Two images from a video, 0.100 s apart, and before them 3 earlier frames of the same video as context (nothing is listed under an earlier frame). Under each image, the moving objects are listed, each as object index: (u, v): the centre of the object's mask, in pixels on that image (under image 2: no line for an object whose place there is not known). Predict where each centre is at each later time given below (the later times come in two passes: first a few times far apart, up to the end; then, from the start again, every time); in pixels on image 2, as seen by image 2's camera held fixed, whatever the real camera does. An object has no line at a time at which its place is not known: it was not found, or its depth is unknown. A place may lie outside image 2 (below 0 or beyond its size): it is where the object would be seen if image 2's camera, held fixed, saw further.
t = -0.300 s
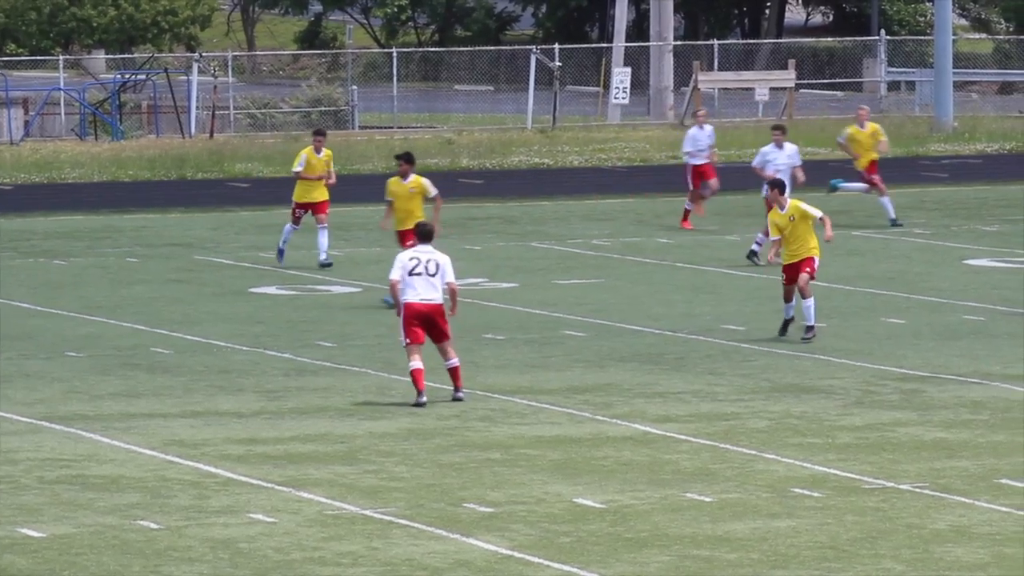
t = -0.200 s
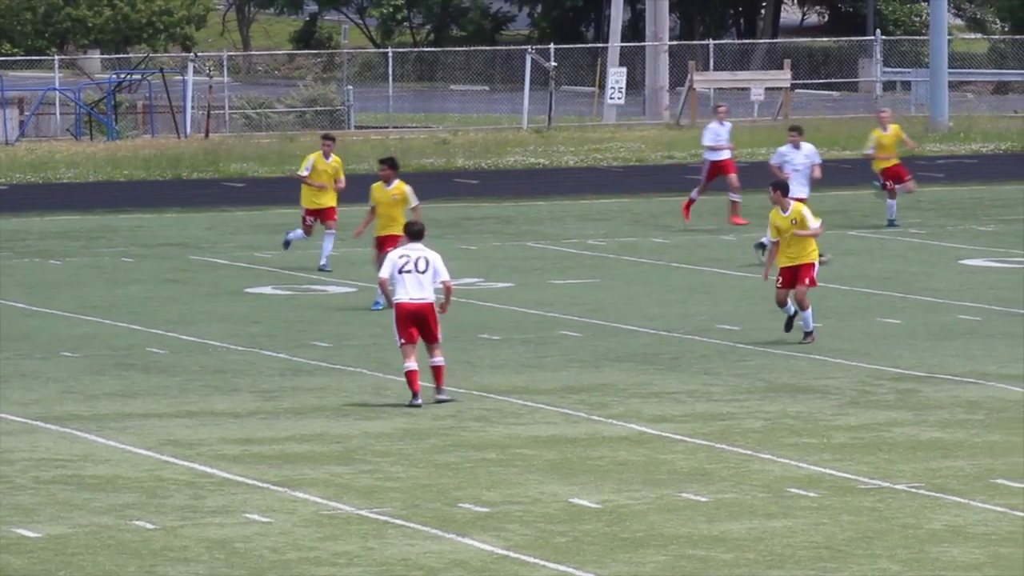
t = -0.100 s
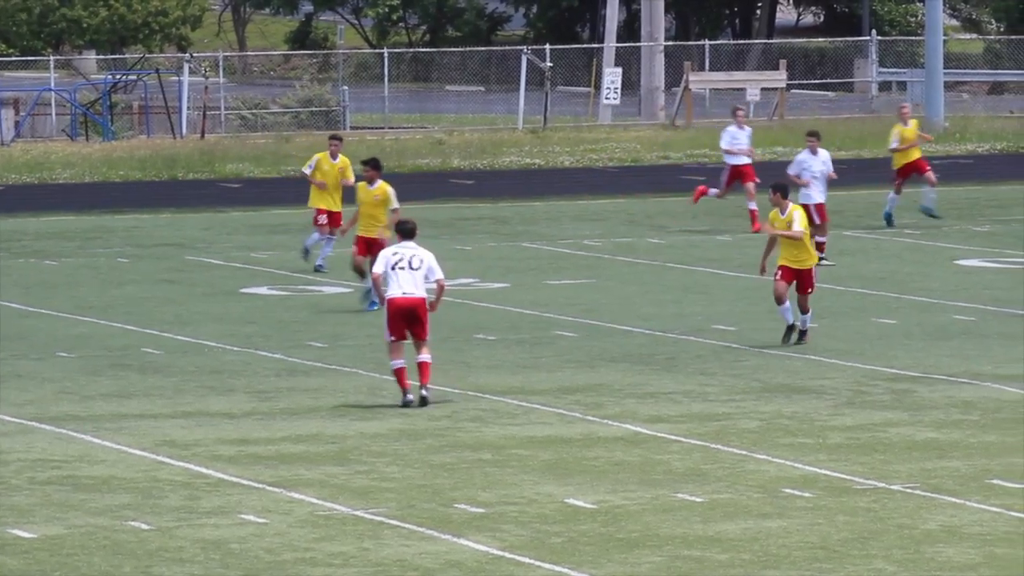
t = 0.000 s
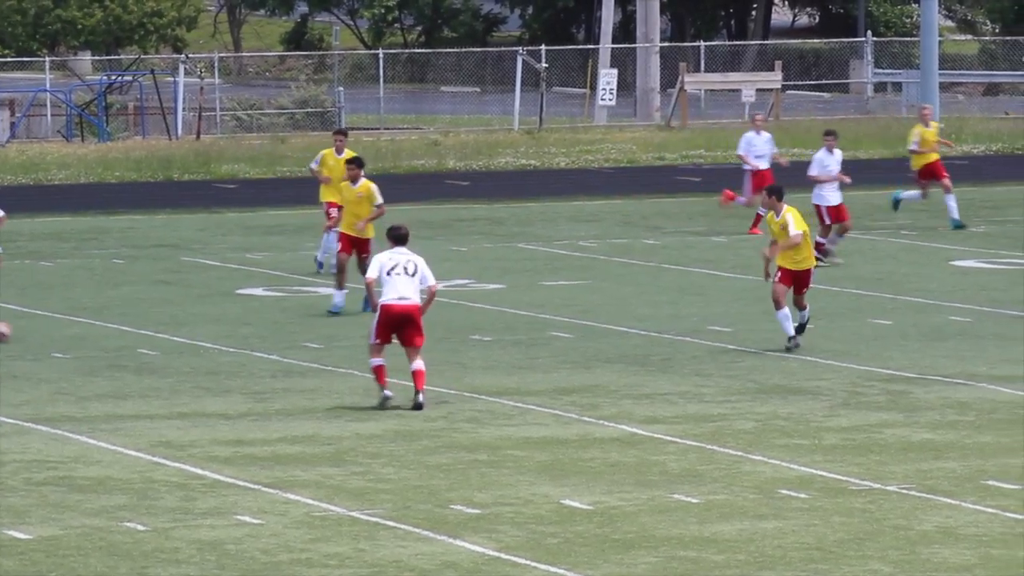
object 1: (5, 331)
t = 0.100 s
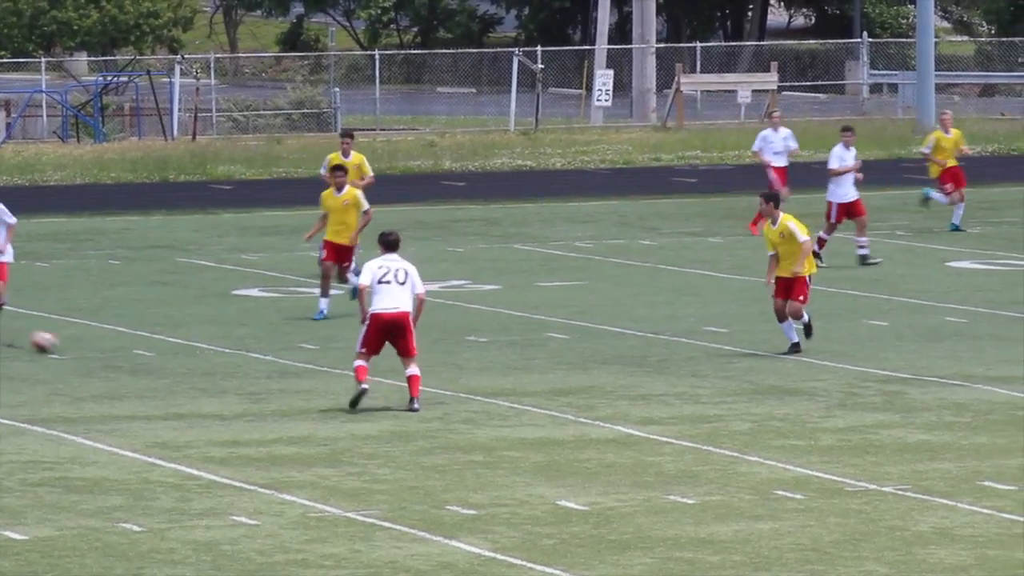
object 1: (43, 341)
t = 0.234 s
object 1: (108, 351)
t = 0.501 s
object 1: (233, 370)
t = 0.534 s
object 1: (250, 377)
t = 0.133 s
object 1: (59, 346)
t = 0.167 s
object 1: (76, 347)
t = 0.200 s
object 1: (92, 348)
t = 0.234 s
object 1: (108, 351)
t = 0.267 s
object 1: (125, 355)
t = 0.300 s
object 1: (142, 360)
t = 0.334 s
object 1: (155, 359)
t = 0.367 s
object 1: (171, 357)
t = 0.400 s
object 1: (187, 358)
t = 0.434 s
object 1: (202, 361)
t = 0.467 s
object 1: (217, 364)
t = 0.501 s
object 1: (233, 370)
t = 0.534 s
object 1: (250, 377)
